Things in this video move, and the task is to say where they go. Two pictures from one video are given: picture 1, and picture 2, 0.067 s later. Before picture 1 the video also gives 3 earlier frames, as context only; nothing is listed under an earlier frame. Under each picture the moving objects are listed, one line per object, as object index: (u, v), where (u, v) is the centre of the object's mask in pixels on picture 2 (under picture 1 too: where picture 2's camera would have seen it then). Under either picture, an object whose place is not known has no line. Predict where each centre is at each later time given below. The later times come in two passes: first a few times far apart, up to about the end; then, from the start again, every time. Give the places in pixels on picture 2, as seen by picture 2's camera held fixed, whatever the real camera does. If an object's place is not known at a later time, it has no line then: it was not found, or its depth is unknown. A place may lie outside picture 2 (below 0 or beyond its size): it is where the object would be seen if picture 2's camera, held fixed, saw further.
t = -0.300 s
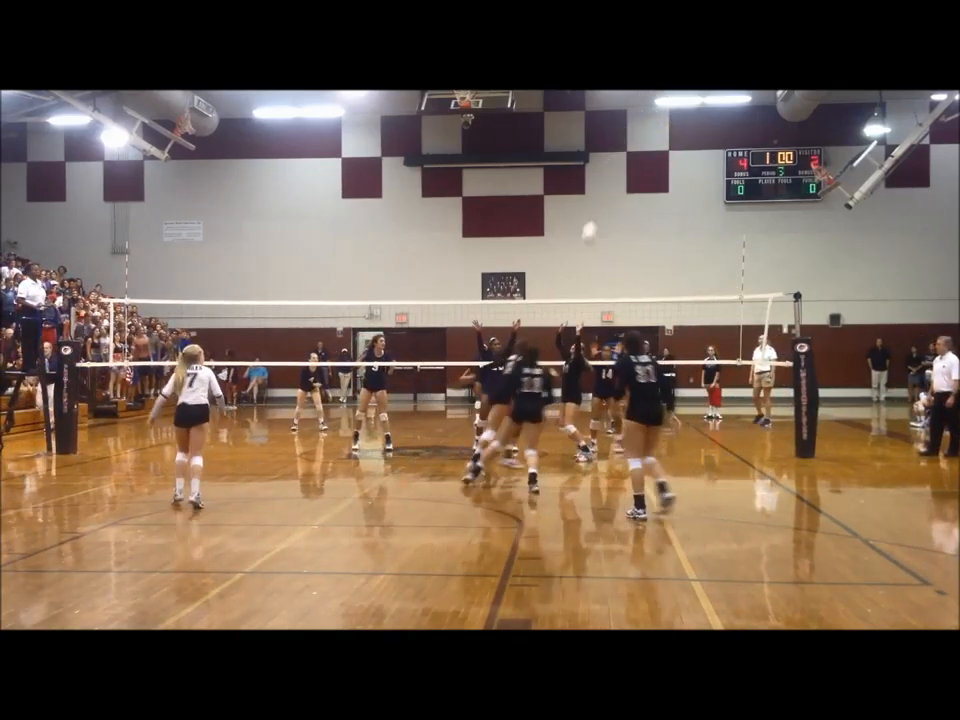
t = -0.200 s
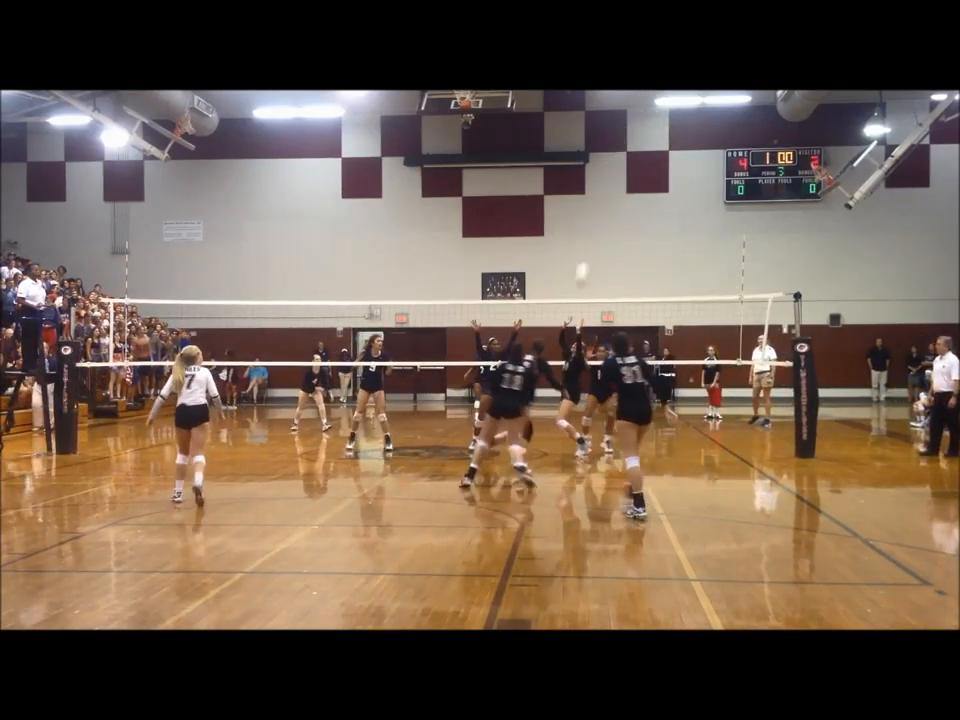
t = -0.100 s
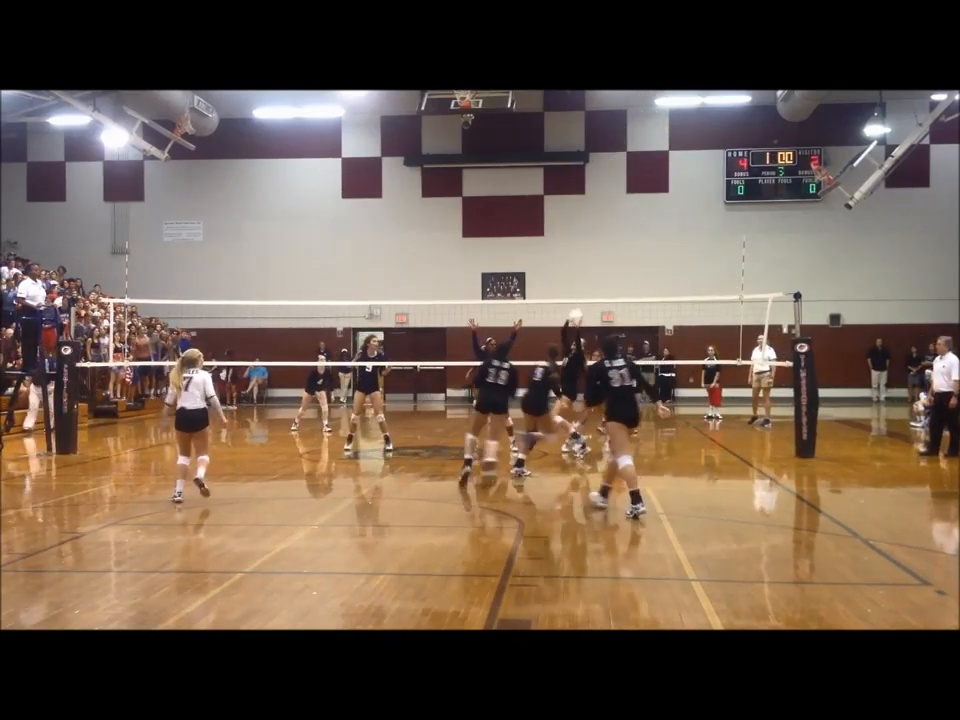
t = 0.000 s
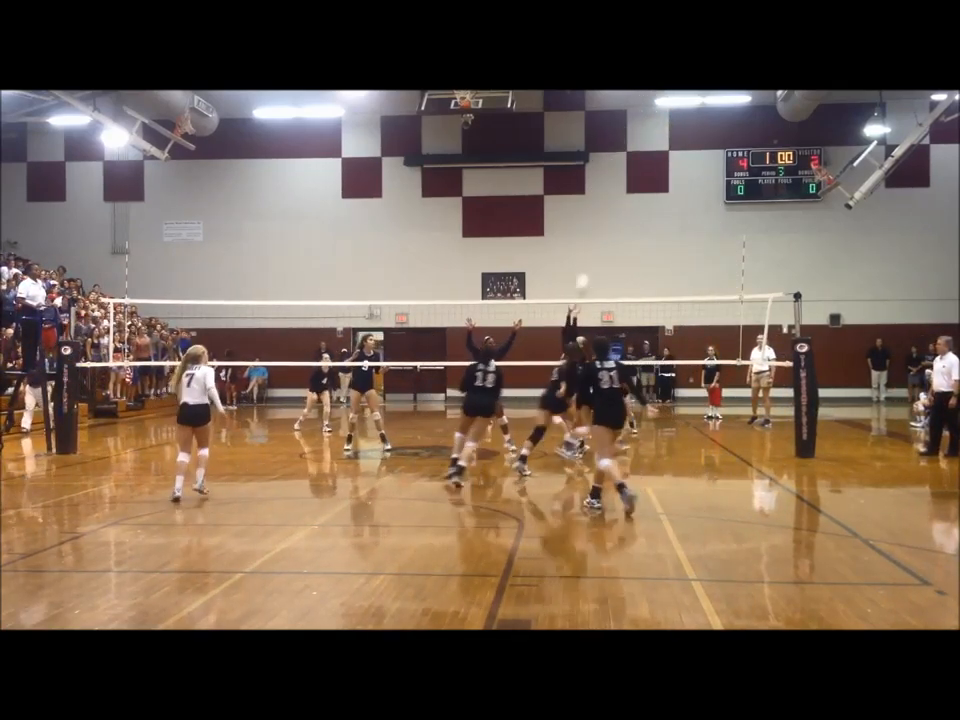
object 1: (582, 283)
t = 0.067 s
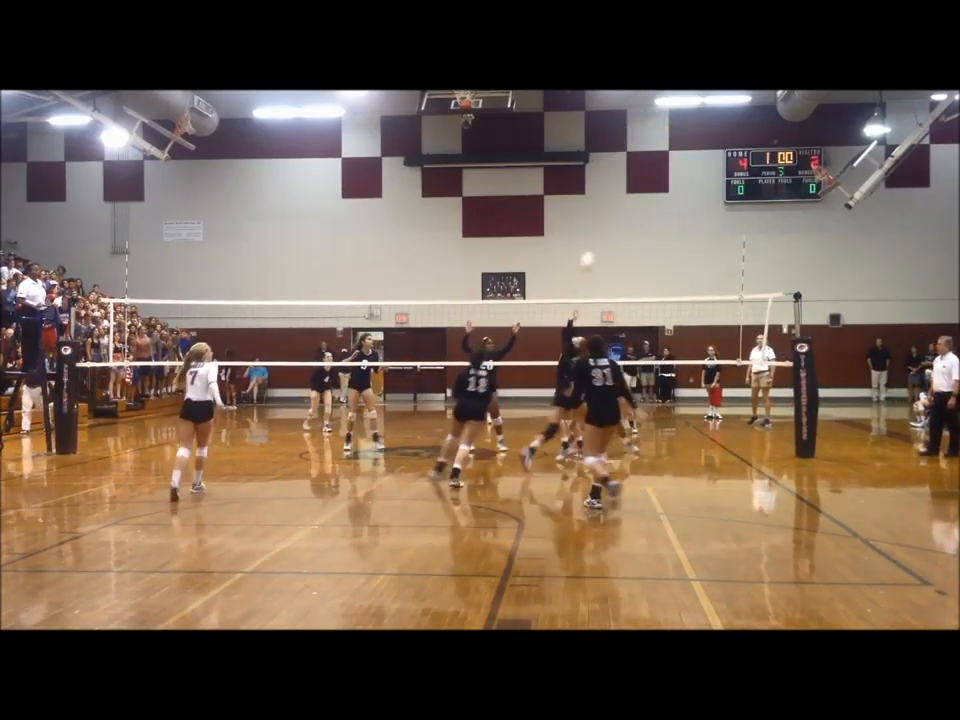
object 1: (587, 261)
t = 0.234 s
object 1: (598, 219)
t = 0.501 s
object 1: (616, 192)
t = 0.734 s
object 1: (631, 208)
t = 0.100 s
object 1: (589, 251)
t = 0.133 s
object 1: (592, 242)
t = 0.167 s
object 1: (594, 233)
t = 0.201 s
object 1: (596, 226)
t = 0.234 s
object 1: (598, 219)
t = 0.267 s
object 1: (600, 213)
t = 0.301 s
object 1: (602, 208)
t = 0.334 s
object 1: (604, 203)
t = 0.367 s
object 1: (607, 200)
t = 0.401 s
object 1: (609, 197)
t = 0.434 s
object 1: (611, 194)
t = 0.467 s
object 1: (614, 193)
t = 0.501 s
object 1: (616, 192)
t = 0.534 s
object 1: (618, 192)
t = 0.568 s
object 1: (620, 193)
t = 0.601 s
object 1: (622, 195)
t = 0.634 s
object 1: (625, 197)
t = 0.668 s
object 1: (627, 200)
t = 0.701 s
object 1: (629, 203)
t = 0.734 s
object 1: (631, 208)
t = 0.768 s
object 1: (633, 214)
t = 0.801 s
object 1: (636, 220)
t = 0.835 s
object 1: (638, 227)
